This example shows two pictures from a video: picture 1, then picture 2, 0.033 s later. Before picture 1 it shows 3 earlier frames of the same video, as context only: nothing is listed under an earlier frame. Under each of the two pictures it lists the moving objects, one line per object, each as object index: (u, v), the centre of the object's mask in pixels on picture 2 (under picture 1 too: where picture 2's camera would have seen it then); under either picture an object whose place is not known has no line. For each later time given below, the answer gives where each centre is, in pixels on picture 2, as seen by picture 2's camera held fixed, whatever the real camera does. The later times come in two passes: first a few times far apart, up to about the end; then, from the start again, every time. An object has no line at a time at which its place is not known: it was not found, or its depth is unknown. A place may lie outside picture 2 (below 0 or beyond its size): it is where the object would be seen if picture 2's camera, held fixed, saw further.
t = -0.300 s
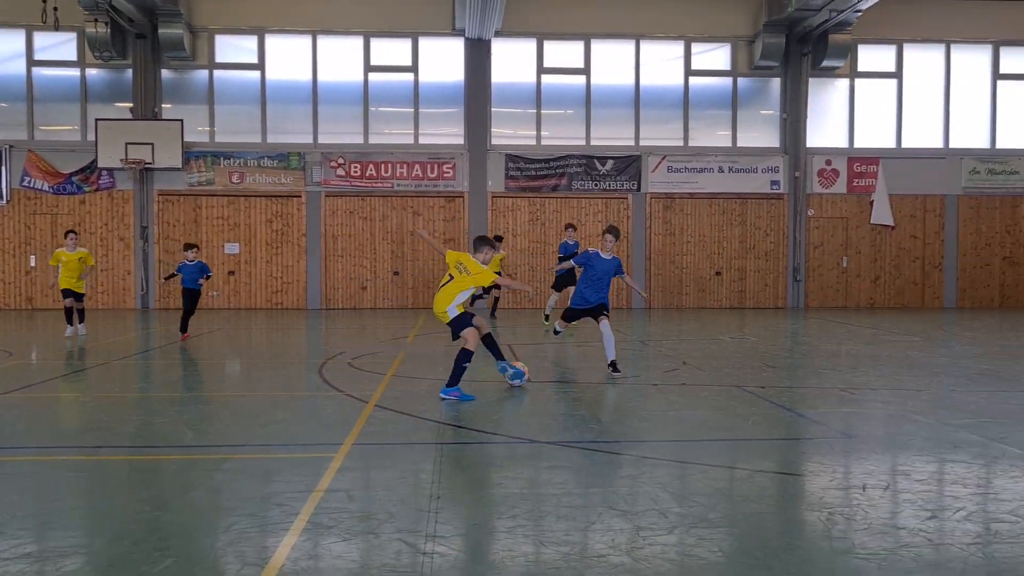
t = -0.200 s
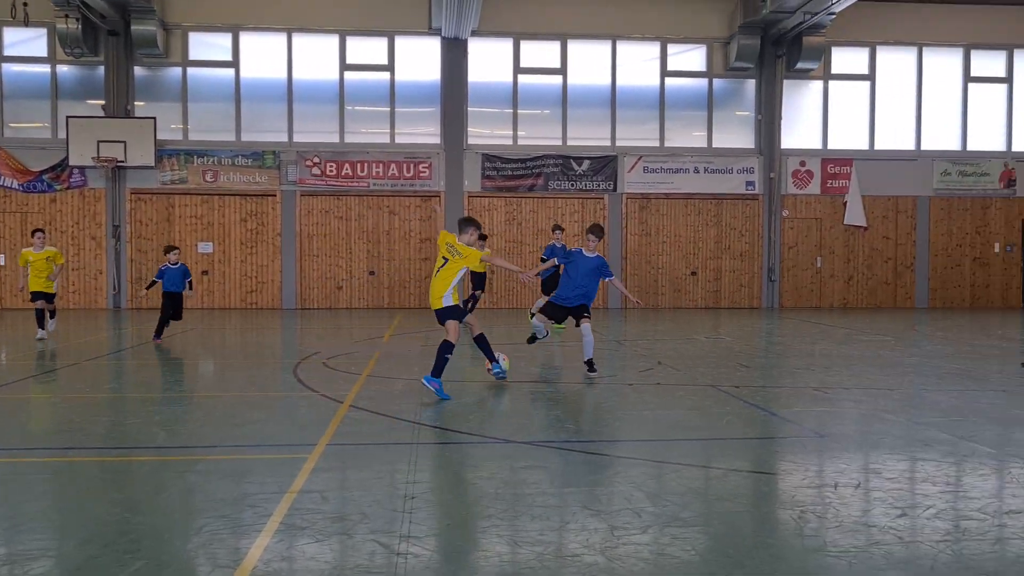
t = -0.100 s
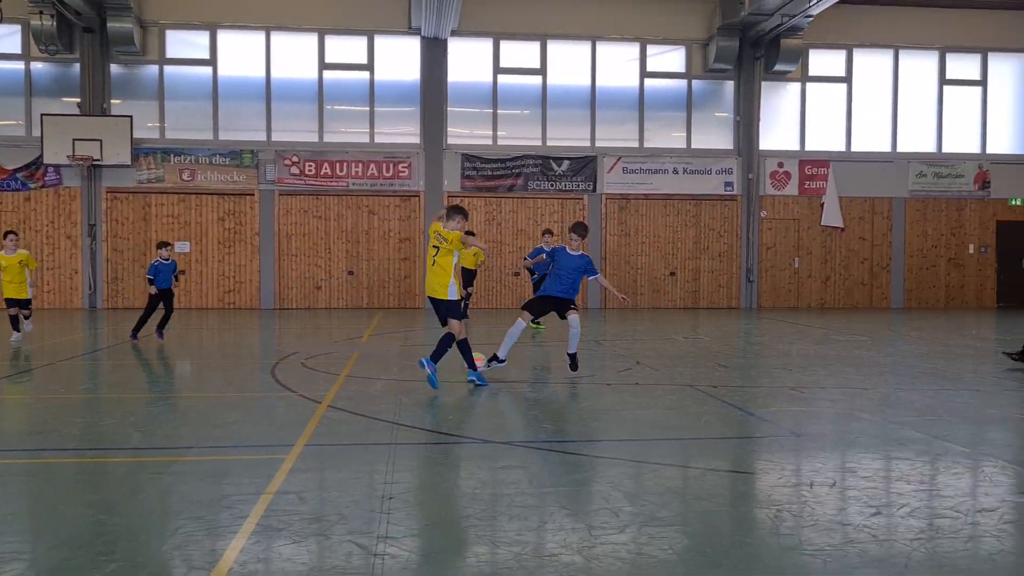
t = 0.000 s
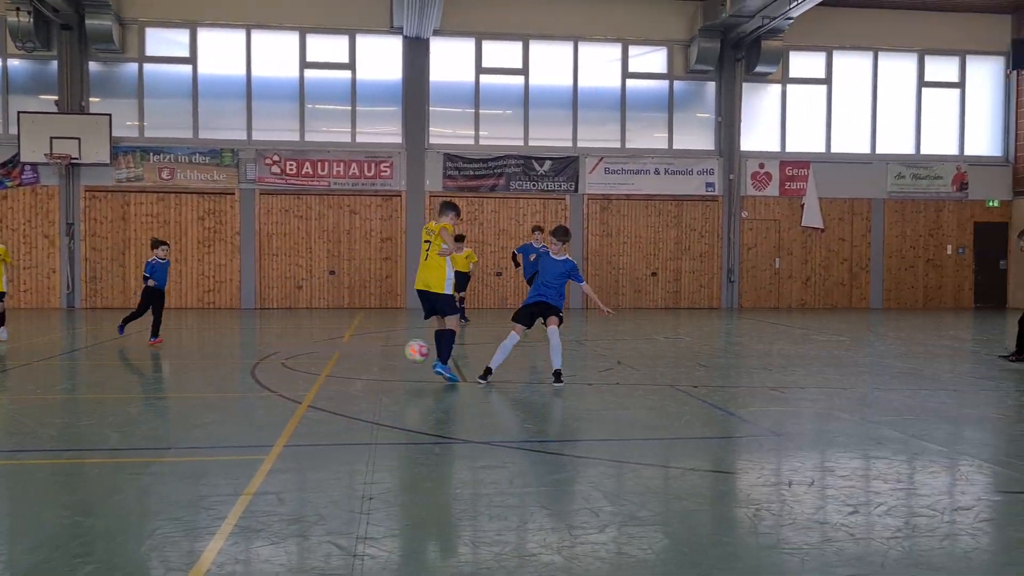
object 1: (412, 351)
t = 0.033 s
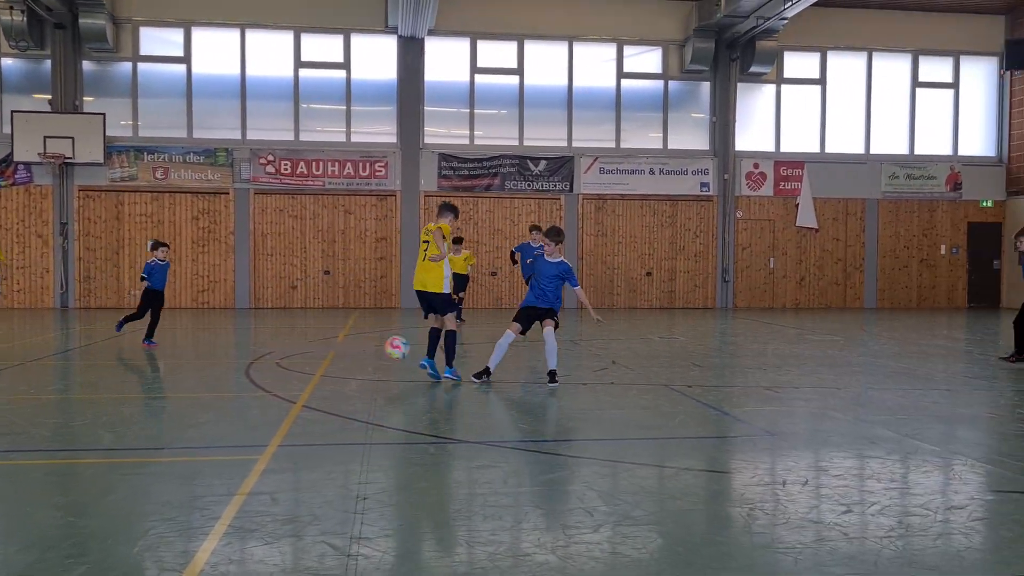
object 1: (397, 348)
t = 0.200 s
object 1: (316, 352)
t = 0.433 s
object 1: (189, 386)
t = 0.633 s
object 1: (98, 379)
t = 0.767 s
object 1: (38, 408)
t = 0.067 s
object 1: (382, 346)
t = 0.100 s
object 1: (367, 346)
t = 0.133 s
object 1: (350, 346)
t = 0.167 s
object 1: (333, 348)
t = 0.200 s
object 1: (316, 352)
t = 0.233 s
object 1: (298, 357)
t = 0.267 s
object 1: (280, 363)
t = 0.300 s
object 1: (260, 372)
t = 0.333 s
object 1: (241, 382)
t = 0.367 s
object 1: (220, 394)
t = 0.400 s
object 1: (204, 392)
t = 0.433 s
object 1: (189, 386)
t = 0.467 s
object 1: (175, 380)
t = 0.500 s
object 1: (160, 377)
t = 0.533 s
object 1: (145, 375)
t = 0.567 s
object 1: (130, 375)
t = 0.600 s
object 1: (114, 376)
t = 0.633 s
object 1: (98, 379)
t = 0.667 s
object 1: (83, 383)
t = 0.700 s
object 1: (66, 390)
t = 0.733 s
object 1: (50, 399)
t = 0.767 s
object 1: (38, 408)
